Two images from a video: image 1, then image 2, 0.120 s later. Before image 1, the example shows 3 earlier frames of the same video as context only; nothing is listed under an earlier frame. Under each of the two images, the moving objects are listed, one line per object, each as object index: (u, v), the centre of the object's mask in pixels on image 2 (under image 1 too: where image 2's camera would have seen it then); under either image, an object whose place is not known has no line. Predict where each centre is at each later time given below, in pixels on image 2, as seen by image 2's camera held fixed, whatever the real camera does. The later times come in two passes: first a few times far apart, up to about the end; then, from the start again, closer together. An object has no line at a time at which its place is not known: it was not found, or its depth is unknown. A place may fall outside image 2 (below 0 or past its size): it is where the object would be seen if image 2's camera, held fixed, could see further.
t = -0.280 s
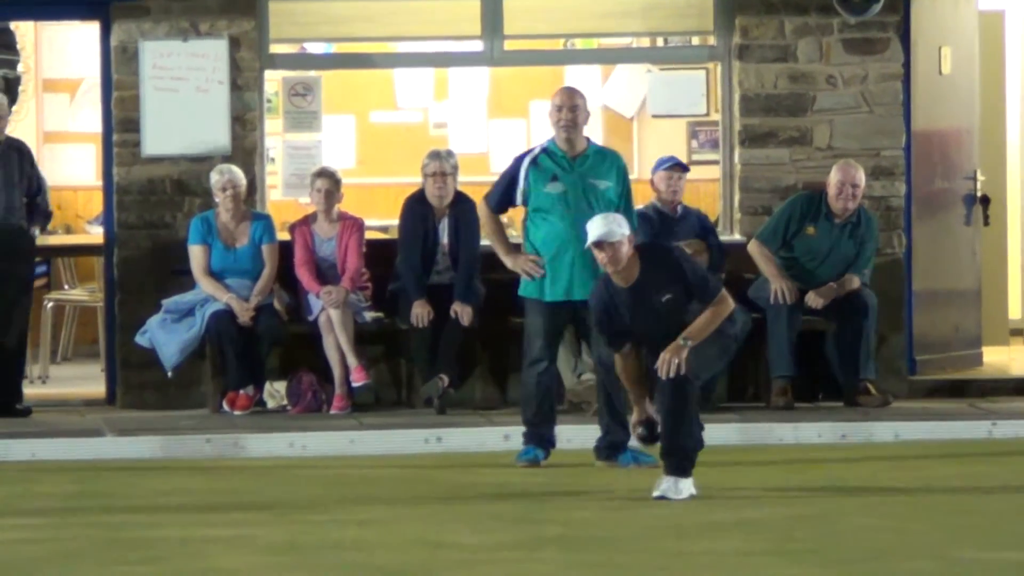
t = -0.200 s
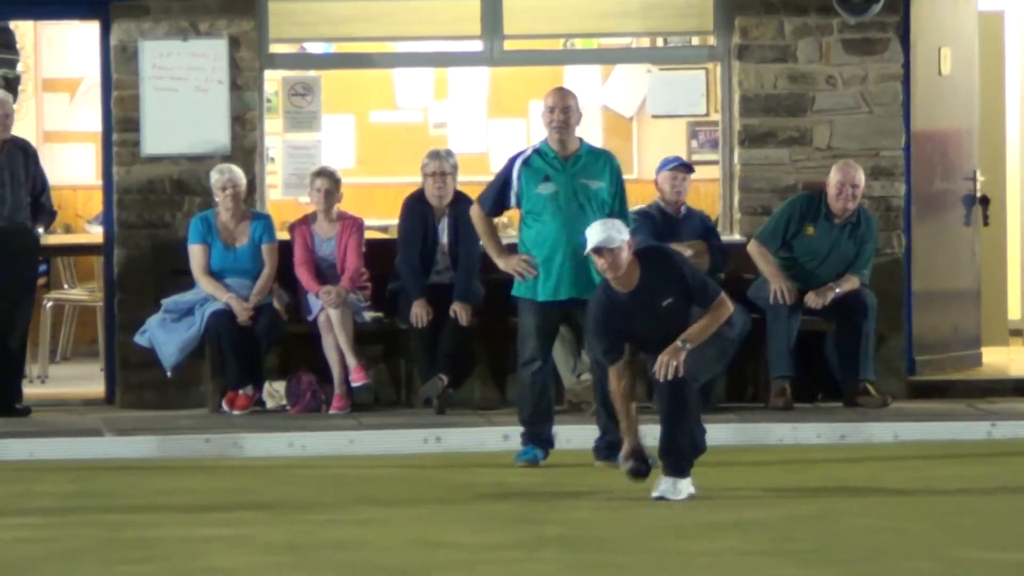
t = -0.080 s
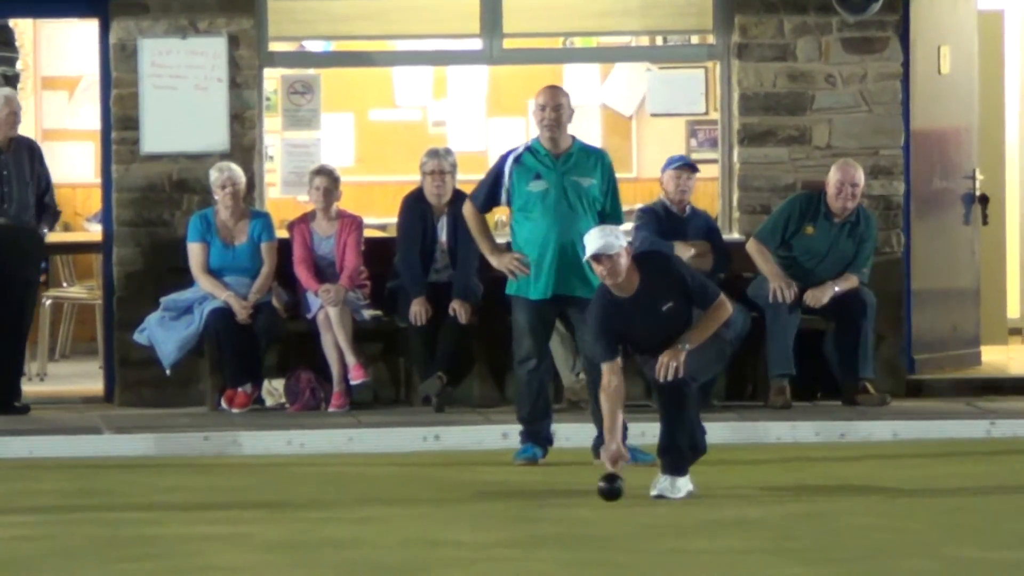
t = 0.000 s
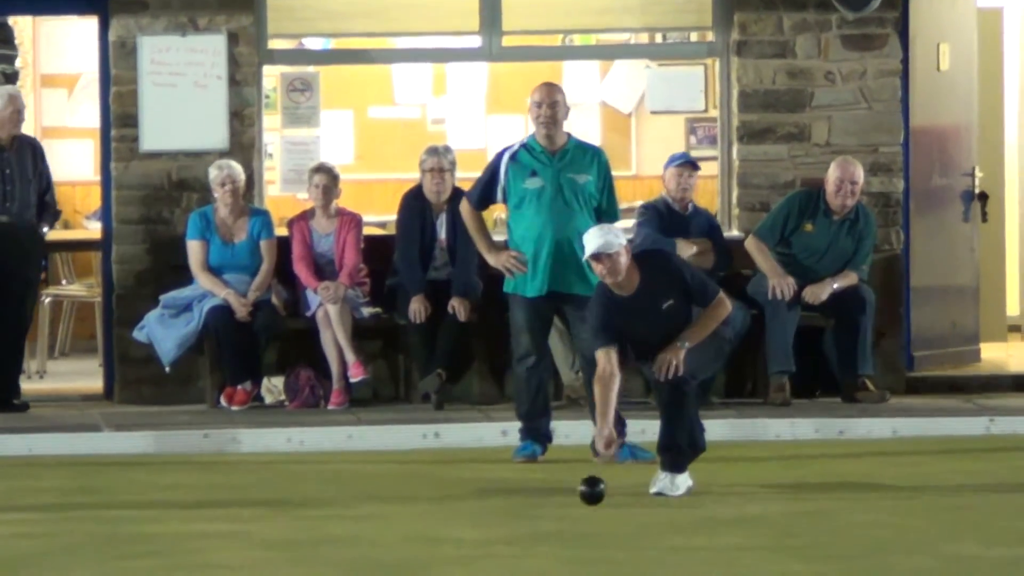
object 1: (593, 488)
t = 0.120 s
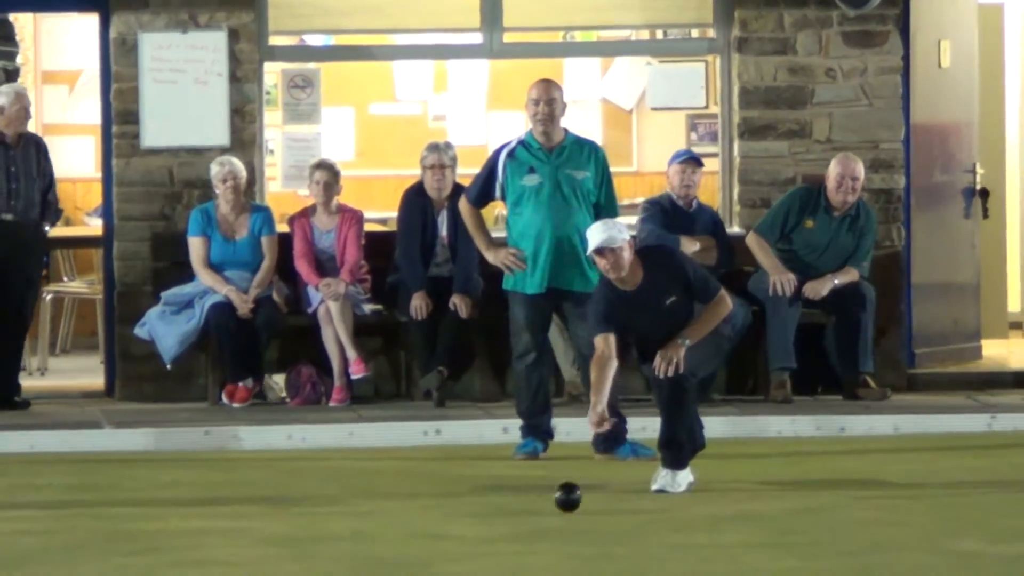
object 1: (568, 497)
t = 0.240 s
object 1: (544, 507)
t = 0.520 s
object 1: (491, 526)
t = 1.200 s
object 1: (366, 570)
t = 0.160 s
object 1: (560, 501)
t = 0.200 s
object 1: (553, 502)
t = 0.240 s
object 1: (544, 507)
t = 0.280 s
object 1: (537, 509)
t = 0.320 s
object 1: (530, 513)
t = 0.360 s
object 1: (522, 515)
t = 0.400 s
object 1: (514, 518)
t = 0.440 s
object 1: (506, 520)
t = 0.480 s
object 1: (499, 522)
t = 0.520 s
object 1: (491, 526)
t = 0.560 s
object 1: (484, 528)
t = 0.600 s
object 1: (477, 532)
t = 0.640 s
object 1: (469, 535)
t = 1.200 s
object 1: (366, 570)
